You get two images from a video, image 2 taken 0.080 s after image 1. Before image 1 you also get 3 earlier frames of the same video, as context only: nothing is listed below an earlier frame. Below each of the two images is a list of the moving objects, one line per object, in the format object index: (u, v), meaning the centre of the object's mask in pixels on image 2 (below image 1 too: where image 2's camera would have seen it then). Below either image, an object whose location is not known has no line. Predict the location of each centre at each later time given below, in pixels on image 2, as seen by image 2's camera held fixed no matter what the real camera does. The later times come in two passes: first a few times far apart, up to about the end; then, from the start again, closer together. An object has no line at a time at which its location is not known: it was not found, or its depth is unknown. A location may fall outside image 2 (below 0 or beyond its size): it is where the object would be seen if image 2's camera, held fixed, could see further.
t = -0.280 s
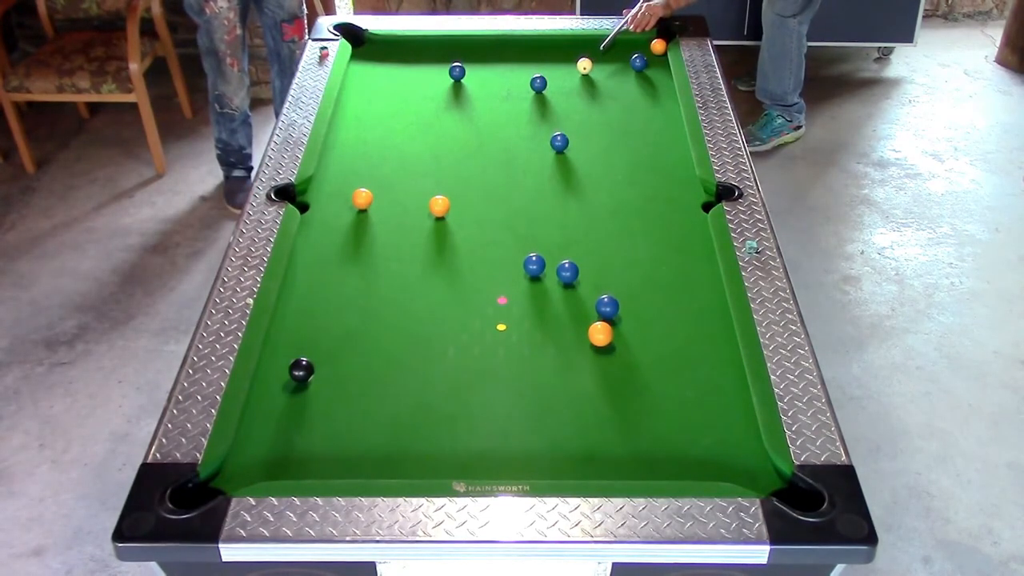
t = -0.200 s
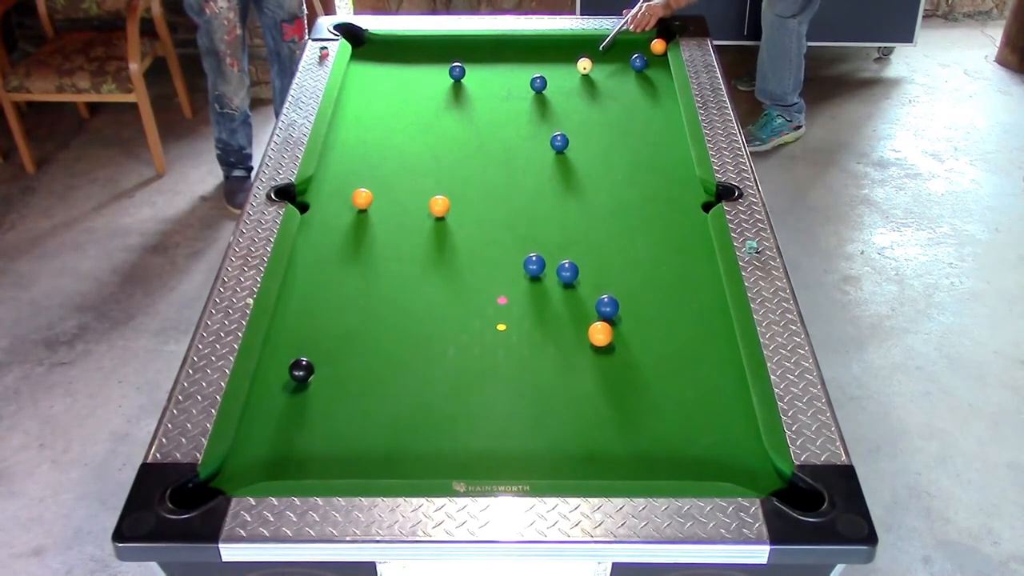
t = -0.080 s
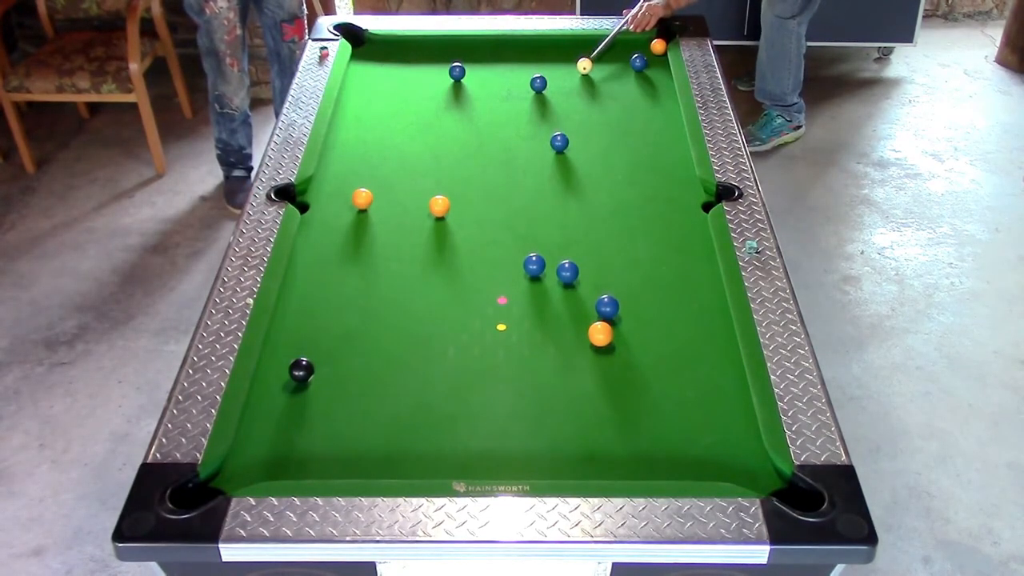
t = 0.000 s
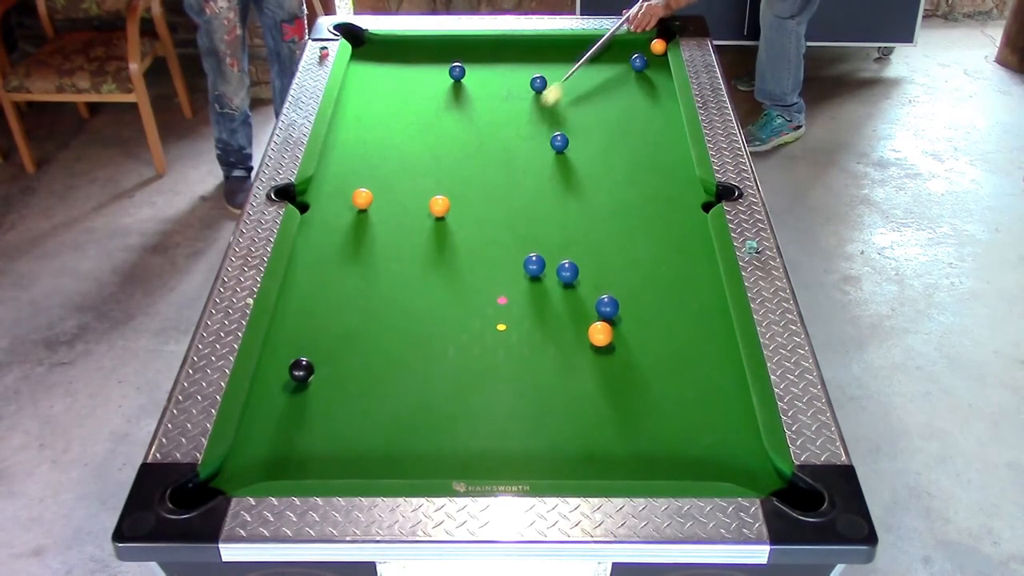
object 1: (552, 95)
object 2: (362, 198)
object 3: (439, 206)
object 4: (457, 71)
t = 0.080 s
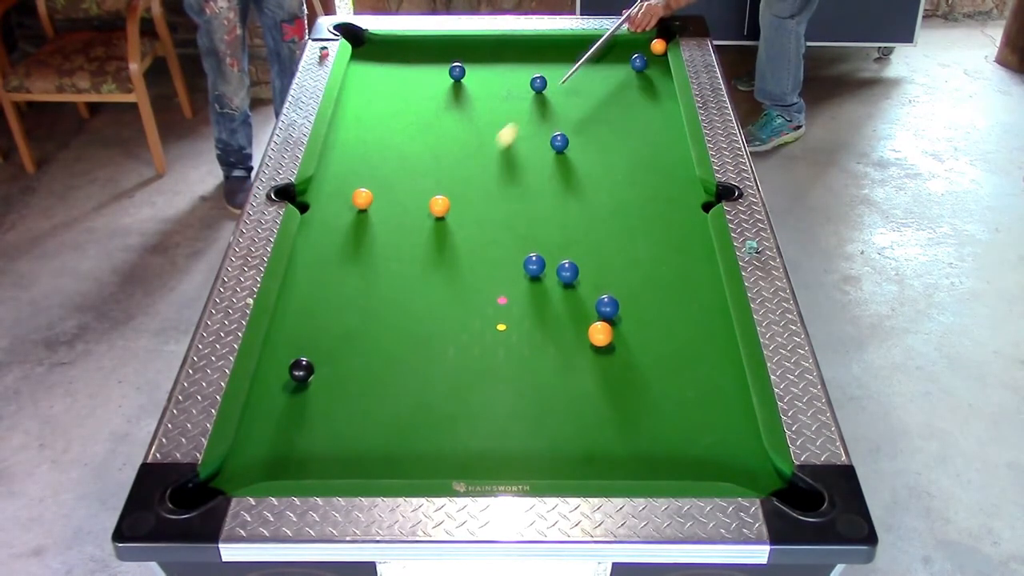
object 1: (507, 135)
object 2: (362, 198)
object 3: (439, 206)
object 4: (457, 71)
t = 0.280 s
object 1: (392, 193)
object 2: (362, 199)
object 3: (432, 254)
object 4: (457, 71)
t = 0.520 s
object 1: (354, 178)
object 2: (318, 214)
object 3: (412, 377)
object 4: (457, 71)
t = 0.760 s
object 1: (329, 165)
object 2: (356, 214)
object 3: (401, 445)
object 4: (457, 71)
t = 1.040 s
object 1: (352, 146)
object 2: (397, 213)
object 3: (414, 354)
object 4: (457, 71)
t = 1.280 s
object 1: (370, 131)
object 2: (429, 213)
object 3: (422, 291)
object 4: (457, 71)
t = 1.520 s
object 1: (386, 118)
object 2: (458, 212)
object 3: (429, 237)
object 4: (457, 71)
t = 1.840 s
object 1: (404, 104)
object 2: (491, 212)
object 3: (437, 179)
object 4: (457, 71)
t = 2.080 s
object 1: (415, 94)
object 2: (513, 212)
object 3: (442, 142)
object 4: (457, 71)
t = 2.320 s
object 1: (426, 86)
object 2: (531, 212)
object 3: (446, 111)
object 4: (457, 71)
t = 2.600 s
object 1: (434, 78)
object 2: (549, 212)
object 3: (452, 79)
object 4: (458, 68)
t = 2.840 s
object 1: (430, 69)
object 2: (561, 213)
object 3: (455, 75)
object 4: (466, 57)
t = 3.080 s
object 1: (426, 62)
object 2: (570, 213)
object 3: (457, 72)
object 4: (472, 46)
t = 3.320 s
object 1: (423, 56)
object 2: (576, 213)
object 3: (459, 70)
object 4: (476, 44)
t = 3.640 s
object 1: (421, 50)
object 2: (579, 213)
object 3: (459, 69)
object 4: (480, 51)
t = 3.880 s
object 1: (419, 46)
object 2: (579, 213)
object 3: (459, 69)
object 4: (481, 56)
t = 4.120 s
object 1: (418, 44)
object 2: (579, 213)
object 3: (459, 69)
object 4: (483, 61)
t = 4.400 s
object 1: (417, 43)
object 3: (459, 69)
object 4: (484, 64)
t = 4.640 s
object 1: (416, 42)
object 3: (459, 69)
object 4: (485, 67)
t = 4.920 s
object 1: (416, 43)
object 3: (459, 69)
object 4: (485, 69)
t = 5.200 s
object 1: (416, 43)
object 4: (485, 69)
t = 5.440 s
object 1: (416, 43)
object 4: (485, 69)
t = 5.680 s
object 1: (416, 43)
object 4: (485, 69)
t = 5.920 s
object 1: (416, 43)
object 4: (485, 69)
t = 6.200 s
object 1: (416, 43)
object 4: (485, 69)
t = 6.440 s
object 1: (416, 42)
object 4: (485, 69)
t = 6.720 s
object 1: (416, 42)
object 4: (485, 69)
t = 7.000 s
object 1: (416, 43)
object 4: (485, 69)
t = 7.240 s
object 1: (416, 43)
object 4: (485, 69)
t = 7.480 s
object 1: (416, 43)
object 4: (485, 69)
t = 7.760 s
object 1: (416, 43)
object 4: (485, 69)
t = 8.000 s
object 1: (416, 42)
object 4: (485, 69)
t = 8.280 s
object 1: (416, 43)
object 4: (485, 68)
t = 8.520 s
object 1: (416, 42)
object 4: (485, 69)
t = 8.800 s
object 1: (416, 42)
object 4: (485, 69)
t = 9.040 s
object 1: (416, 42)
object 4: (485, 69)
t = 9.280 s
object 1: (416, 43)
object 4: (485, 69)
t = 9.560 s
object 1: (416, 43)
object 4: (485, 69)
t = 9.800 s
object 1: (416, 43)
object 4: (485, 69)
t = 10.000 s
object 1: (416, 43)
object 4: (485, 69)
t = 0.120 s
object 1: (483, 157)
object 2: (362, 199)
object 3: (439, 206)
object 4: (457, 71)
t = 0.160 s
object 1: (458, 178)
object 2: (362, 199)
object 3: (439, 206)
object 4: (457, 71)
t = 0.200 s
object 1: (433, 193)
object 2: (362, 199)
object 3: (438, 211)
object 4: (457, 71)
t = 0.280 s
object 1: (392, 193)
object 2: (362, 199)
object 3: (432, 254)
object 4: (457, 71)
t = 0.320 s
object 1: (380, 192)
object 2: (355, 200)
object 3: (429, 275)
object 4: (457, 71)
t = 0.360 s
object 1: (376, 188)
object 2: (342, 205)
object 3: (425, 296)
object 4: (457, 71)
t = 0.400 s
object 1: (372, 185)
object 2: (330, 208)
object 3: (422, 317)
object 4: (457, 71)
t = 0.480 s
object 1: (360, 180)
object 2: (310, 214)
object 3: (416, 356)
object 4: (457, 71)
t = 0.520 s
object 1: (354, 178)
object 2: (318, 214)
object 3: (412, 377)
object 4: (457, 71)
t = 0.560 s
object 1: (348, 176)
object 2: (325, 214)
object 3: (409, 398)
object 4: (457, 71)
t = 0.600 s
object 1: (342, 174)
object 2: (331, 214)
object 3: (406, 421)
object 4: (457, 71)
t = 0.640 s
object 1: (337, 172)
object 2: (337, 214)
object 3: (402, 443)
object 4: (457, 71)
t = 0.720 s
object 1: (326, 168)
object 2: (350, 214)
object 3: (399, 461)
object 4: (457, 71)
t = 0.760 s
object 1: (329, 165)
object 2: (356, 214)
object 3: (401, 445)
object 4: (457, 71)
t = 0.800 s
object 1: (332, 162)
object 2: (362, 214)
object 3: (404, 430)
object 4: (457, 71)
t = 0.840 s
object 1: (336, 159)
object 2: (369, 214)
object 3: (405, 417)
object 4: (457, 71)
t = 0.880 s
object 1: (340, 157)
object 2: (374, 214)
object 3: (407, 404)
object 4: (457, 71)
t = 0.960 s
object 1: (346, 151)
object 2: (386, 214)
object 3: (410, 378)
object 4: (457, 71)
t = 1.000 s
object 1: (349, 149)
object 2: (392, 214)
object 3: (412, 366)
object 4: (457, 71)
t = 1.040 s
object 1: (352, 146)
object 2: (397, 213)
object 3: (414, 354)
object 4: (457, 71)
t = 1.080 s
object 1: (355, 143)
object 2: (403, 213)
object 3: (415, 343)
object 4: (457, 71)
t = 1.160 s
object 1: (361, 138)
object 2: (413, 213)
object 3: (418, 321)
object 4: (457, 71)
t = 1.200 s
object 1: (364, 136)
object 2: (418, 213)
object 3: (420, 310)
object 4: (457, 71)
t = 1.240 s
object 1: (367, 134)
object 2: (424, 213)
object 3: (421, 301)
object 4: (457, 71)
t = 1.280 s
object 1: (370, 131)
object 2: (429, 213)
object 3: (422, 291)
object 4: (457, 71)
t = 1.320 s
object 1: (373, 129)
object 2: (434, 213)
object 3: (423, 281)
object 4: (457, 71)
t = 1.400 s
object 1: (378, 125)
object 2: (444, 213)
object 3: (426, 263)
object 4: (457, 71)
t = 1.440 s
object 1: (380, 123)
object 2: (448, 213)
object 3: (427, 254)
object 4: (457, 71)
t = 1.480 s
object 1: (383, 121)
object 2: (453, 212)
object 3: (428, 246)
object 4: (457, 71)
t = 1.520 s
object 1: (386, 118)
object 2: (458, 212)
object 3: (429, 237)
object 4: (457, 71)
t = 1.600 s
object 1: (391, 115)
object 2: (467, 213)
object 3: (431, 222)
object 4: (457, 71)
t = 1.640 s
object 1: (393, 113)
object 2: (471, 213)
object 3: (432, 214)
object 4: (457, 71)
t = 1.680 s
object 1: (395, 111)
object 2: (475, 213)
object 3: (433, 206)
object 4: (457, 71)
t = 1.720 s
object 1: (397, 109)
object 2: (479, 212)
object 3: (434, 199)
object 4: (457, 71)
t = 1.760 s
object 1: (399, 108)
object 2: (483, 213)
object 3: (435, 192)
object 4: (457, 71)
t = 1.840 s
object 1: (404, 104)
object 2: (491, 212)
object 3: (437, 179)
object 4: (457, 71)
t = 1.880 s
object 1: (406, 102)
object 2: (495, 212)
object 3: (438, 173)
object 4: (457, 71)
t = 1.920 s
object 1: (408, 100)
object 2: (498, 212)
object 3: (439, 166)
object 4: (457, 71)
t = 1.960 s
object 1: (410, 99)
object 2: (502, 212)
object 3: (440, 160)
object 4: (457, 71)
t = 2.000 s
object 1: (412, 97)
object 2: (505, 212)
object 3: (441, 154)
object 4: (457, 71)
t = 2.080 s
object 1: (415, 94)
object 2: (513, 212)
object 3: (442, 142)
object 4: (457, 71)
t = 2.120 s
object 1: (417, 93)
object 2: (516, 212)
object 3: (443, 137)
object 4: (457, 71)
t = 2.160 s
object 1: (419, 92)
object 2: (519, 212)
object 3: (444, 131)
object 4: (457, 71)
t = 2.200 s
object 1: (421, 90)
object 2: (522, 212)
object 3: (444, 126)
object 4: (457, 71)
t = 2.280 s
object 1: (424, 88)
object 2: (528, 212)
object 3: (446, 116)
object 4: (457, 71)
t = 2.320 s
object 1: (426, 86)
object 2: (531, 212)
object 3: (446, 111)
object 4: (457, 71)
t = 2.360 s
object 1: (427, 85)
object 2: (534, 212)
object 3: (447, 106)
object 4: (457, 71)
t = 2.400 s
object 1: (428, 84)
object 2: (537, 212)
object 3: (448, 101)
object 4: (457, 71)
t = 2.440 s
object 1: (430, 83)
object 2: (540, 212)
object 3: (449, 96)
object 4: (457, 71)
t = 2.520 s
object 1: (433, 80)
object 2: (545, 212)
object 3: (450, 87)
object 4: (457, 71)
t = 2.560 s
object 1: (434, 79)
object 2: (547, 212)
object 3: (450, 83)
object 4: (457, 70)
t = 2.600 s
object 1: (434, 78)
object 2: (549, 212)
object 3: (452, 79)
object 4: (458, 68)
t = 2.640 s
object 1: (433, 76)
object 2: (551, 212)
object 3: (452, 79)
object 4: (460, 67)
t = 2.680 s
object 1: (433, 75)
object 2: (553, 212)
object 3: (453, 78)
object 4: (461, 65)
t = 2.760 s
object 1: (431, 72)
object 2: (558, 212)
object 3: (454, 77)
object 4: (463, 61)
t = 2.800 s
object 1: (430, 71)
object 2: (559, 212)
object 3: (454, 76)
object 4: (464, 59)
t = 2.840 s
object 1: (430, 69)
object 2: (561, 213)
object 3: (455, 75)
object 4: (466, 57)
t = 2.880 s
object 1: (429, 68)
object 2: (563, 212)
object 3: (455, 75)
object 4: (466, 55)
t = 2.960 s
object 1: (428, 65)
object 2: (566, 213)
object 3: (456, 73)
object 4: (469, 51)
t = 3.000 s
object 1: (427, 64)
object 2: (568, 213)
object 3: (457, 73)
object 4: (469, 50)
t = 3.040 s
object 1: (427, 63)
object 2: (569, 212)
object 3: (457, 72)
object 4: (471, 47)
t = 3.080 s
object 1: (426, 62)
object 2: (570, 213)
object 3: (457, 72)
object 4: (472, 46)
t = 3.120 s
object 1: (426, 61)
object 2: (572, 213)
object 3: (458, 72)
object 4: (473, 44)
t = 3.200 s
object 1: (425, 59)
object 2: (574, 213)
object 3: (458, 71)
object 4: (475, 42)
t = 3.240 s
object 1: (424, 58)
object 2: (575, 213)
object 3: (459, 71)
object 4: (475, 43)
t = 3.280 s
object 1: (424, 57)
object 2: (576, 213)
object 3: (459, 70)
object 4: (476, 43)
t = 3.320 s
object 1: (423, 56)
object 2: (576, 213)
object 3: (459, 70)
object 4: (476, 44)
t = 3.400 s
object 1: (423, 54)
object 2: (578, 213)
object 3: (459, 70)
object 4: (477, 46)
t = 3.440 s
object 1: (422, 53)
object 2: (578, 213)
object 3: (459, 70)
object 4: (478, 48)
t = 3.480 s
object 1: (422, 52)
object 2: (578, 213)
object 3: (459, 69)
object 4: (478, 48)
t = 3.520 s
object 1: (422, 52)
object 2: (579, 213)
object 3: (460, 69)
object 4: (479, 49)
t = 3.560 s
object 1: (421, 51)
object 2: (579, 213)
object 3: (460, 69)
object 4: (479, 50)
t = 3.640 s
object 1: (421, 50)
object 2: (579, 213)
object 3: (459, 69)
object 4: (480, 51)
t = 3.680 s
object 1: (420, 49)
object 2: (579, 213)
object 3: (459, 69)
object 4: (480, 52)
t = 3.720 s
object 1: (420, 48)
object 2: (579, 213)
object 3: (459, 69)
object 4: (481, 53)
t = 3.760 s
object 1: (420, 48)
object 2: (579, 213)
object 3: (459, 69)
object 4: (480, 54)
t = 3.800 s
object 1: (420, 47)
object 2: (579, 213)
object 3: (459, 69)
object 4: (481, 55)
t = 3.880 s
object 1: (419, 46)
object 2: (579, 213)
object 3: (459, 69)
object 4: (481, 56)
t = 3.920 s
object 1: (419, 46)
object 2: (579, 213)
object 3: (459, 69)
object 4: (482, 57)
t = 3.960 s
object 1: (419, 45)
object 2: (579, 213)
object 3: (459, 69)
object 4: (482, 58)
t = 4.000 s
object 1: (419, 45)
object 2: (579, 213)
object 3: (459, 69)
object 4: (483, 58)
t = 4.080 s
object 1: (418, 44)
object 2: (579, 213)
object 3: (459, 69)
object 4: (483, 60)
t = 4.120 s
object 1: (418, 44)
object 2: (579, 213)
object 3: (459, 69)
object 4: (483, 61)
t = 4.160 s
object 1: (418, 44)
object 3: (459, 69)
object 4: (483, 61)
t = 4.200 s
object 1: (418, 43)
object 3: (459, 69)
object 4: (484, 62)
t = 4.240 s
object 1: (417, 43)
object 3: (459, 69)
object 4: (484, 63)
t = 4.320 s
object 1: (417, 43)
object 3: (459, 69)
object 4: (484, 64)
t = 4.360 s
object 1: (417, 43)
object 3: (459, 69)
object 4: (484, 64)
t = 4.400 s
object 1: (417, 43)
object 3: (459, 69)
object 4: (484, 64)
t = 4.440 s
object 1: (417, 42)
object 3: (459, 69)
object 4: (484, 65)
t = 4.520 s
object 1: (417, 42)
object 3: (459, 69)
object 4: (485, 66)
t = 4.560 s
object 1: (416, 42)
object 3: (459, 69)
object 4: (485, 66)
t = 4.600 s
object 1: (416, 42)
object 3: (459, 69)
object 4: (485, 67)
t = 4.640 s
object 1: (416, 42)
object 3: (459, 69)
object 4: (485, 67)
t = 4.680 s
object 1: (416, 42)
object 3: (459, 69)
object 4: (485, 67)
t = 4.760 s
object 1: (416, 43)
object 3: (459, 69)
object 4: (485, 68)
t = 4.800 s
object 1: (416, 42)
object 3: (459, 69)
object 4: (485, 68)
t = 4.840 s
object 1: (416, 43)
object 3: (459, 69)
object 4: (485, 68)
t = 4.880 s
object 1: (416, 43)
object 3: (459, 69)
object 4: (485, 68)
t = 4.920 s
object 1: (416, 43)
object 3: (459, 69)
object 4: (485, 69)
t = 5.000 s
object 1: (416, 43)
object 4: (485, 69)
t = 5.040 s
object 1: (416, 43)
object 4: (485, 69)
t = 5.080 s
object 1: (416, 43)
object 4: (485, 69)
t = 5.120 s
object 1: (416, 43)
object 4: (485, 69)
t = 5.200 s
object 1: (416, 43)
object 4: (485, 69)
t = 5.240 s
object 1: (416, 43)
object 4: (485, 69)
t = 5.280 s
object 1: (416, 43)
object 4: (485, 69)
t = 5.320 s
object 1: (416, 43)
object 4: (485, 69)
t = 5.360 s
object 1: (416, 43)
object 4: (485, 69)
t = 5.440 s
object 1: (416, 43)
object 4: (485, 69)
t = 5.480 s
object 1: (416, 43)
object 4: (485, 69)
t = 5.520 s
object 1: (416, 43)
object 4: (485, 69)
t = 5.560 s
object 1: (416, 43)
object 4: (485, 69)
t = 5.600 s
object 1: (416, 43)
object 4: (484, 69)
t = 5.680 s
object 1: (416, 43)
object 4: (485, 69)
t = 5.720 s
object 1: (416, 43)
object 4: (485, 69)
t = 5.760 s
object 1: (416, 43)
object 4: (484, 69)
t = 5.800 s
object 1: (416, 43)
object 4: (484, 69)
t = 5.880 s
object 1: (416, 43)
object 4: (485, 69)
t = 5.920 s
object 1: (416, 43)
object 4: (485, 69)
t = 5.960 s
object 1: (416, 43)
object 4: (485, 69)
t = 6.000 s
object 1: (416, 43)
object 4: (485, 69)
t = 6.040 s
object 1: (416, 43)
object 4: (485, 69)
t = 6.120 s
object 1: (416, 43)
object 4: (485, 69)
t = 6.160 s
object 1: (416, 43)
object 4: (485, 69)
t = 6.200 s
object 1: (416, 43)
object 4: (485, 69)
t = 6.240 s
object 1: (416, 43)
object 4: (485, 69)
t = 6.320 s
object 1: (416, 42)
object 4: (485, 69)
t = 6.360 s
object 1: (416, 42)
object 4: (485, 69)
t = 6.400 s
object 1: (416, 42)
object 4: (485, 69)
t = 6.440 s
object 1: (416, 42)
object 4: (485, 69)
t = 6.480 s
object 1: (416, 42)
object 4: (485, 69)
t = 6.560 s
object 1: (416, 42)
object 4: (485, 69)
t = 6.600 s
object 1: (416, 42)
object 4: (485, 69)
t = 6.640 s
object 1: (416, 42)
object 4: (485, 69)
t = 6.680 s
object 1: (416, 42)
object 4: (485, 69)
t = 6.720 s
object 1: (416, 42)
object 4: (485, 69)
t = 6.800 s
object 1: (416, 42)
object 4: (485, 69)
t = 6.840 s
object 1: (416, 42)
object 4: (485, 69)
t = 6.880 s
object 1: (416, 42)
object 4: (485, 69)
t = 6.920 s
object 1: (416, 42)
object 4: (485, 69)
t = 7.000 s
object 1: (416, 43)
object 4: (485, 69)
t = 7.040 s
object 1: (416, 43)
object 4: (485, 69)
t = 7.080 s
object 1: (416, 43)
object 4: (485, 69)
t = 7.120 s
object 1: (416, 43)
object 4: (485, 69)
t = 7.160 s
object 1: (416, 43)
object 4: (485, 69)
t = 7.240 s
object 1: (416, 43)
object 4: (485, 69)
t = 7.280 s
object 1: (416, 43)
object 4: (485, 69)
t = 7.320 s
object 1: (416, 43)
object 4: (485, 69)
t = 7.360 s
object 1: (416, 43)
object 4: (485, 69)
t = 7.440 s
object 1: (416, 43)
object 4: (485, 69)
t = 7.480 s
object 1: (416, 43)
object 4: (485, 69)
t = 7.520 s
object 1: (416, 43)
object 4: (485, 69)
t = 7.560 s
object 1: (416, 43)
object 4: (485, 69)
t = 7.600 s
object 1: (416, 43)
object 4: (485, 69)
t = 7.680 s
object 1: (416, 43)
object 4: (485, 69)
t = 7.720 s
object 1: (416, 43)
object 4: (485, 69)
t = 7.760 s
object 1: (416, 43)
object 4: (485, 69)
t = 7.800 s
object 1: (416, 43)
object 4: (485, 69)
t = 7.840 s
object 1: (416, 42)
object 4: (485, 69)
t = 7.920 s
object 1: (416, 43)
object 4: (485, 69)
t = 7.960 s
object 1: (416, 43)
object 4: (485, 69)
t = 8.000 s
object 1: (416, 42)
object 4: (485, 69)
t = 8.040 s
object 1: (416, 42)
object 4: (485, 69)
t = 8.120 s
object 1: (416, 42)
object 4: (485, 69)
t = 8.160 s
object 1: (416, 42)
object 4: (485, 69)
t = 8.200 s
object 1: (416, 42)
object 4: (485, 68)
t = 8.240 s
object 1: (416, 42)
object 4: (485, 68)
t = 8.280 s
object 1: (416, 43)
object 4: (485, 68)
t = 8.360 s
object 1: (416, 42)
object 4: (485, 68)
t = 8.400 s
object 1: (416, 42)
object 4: (485, 69)
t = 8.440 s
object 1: (416, 42)
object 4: (485, 69)
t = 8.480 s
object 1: (416, 42)
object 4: (485, 69)
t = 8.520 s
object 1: (416, 42)
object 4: (485, 69)
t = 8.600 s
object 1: (416, 42)
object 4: (485, 69)
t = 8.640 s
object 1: (416, 42)
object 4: (485, 69)
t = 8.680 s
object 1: (416, 42)
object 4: (485, 69)
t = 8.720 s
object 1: (416, 42)
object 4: (485, 69)
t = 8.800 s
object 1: (416, 42)
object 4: (485, 69)
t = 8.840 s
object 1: (416, 42)
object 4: (485, 69)
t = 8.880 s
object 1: (416, 42)
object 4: (485, 69)
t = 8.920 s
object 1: (416, 42)
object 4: (485, 69)
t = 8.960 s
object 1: (416, 42)
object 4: (485, 69)
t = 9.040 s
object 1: (416, 42)
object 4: (485, 69)
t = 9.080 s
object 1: (416, 43)
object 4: (485, 69)
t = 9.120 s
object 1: (416, 42)
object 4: (485, 69)
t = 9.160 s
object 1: (416, 42)
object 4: (485, 69)
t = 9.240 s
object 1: (416, 42)
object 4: (485, 69)
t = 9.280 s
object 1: (416, 43)
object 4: (485, 69)
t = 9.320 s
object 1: (416, 43)
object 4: (485, 69)
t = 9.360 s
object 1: (416, 43)
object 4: (485, 68)
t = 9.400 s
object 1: (416, 43)
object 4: (485, 68)
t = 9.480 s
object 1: (416, 42)
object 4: (485, 69)
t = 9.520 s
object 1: (416, 43)
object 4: (485, 69)
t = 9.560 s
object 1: (416, 43)
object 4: (485, 69)
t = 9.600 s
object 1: (416, 43)
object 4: (485, 69)
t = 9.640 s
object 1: (416, 43)
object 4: (485, 69)
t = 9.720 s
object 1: (416, 43)
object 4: (485, 69)
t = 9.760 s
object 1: (416, 43)
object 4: (485, 69)
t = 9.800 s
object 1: (416, 43)
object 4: (485, 69)
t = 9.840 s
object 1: (416, 43)
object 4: (485, 69)
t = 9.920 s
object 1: (416, 43)
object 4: (485, 69)
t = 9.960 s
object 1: (416, 43)
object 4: (485, 69)
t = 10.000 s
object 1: (416, 43)
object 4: (485, 69)
